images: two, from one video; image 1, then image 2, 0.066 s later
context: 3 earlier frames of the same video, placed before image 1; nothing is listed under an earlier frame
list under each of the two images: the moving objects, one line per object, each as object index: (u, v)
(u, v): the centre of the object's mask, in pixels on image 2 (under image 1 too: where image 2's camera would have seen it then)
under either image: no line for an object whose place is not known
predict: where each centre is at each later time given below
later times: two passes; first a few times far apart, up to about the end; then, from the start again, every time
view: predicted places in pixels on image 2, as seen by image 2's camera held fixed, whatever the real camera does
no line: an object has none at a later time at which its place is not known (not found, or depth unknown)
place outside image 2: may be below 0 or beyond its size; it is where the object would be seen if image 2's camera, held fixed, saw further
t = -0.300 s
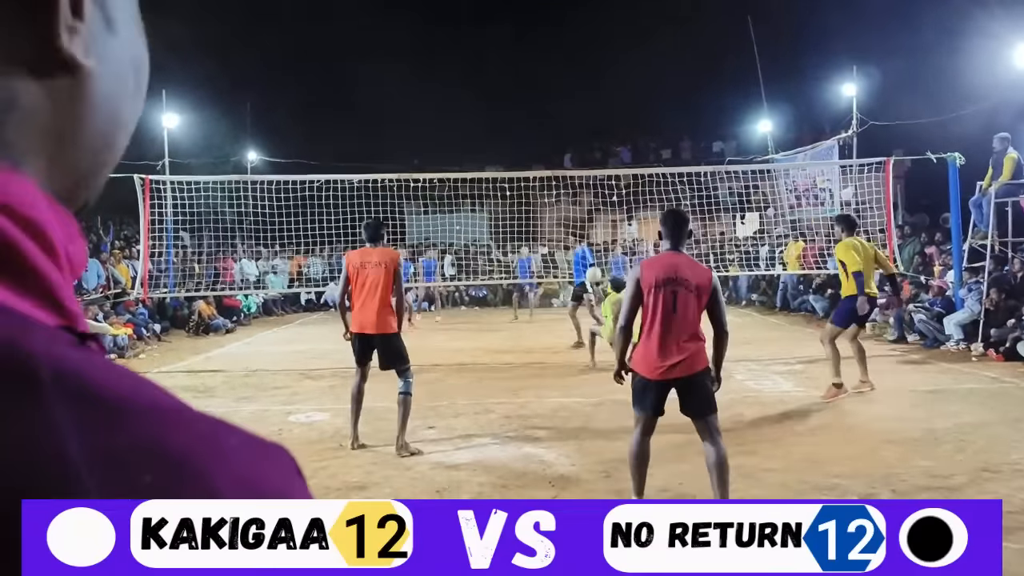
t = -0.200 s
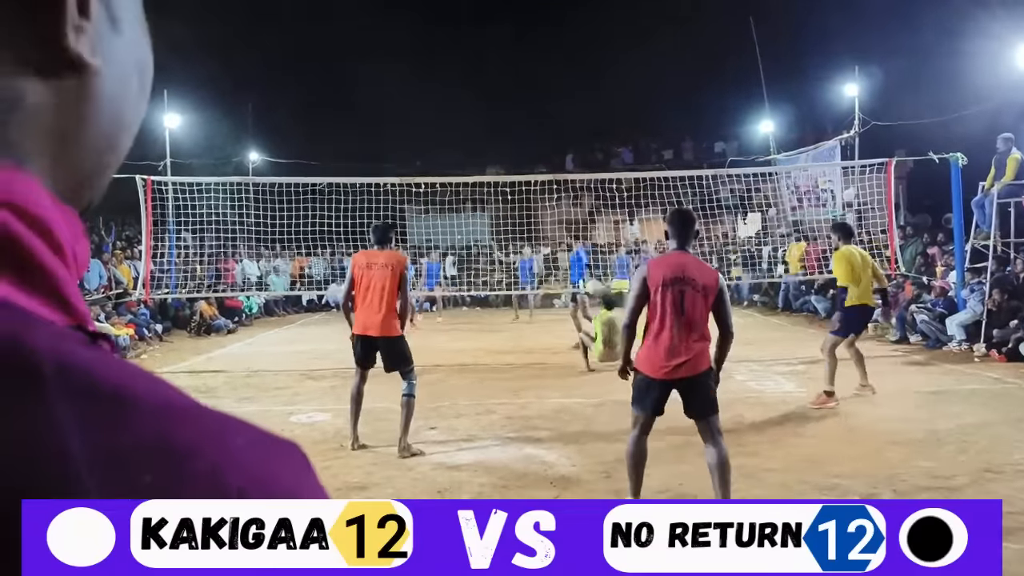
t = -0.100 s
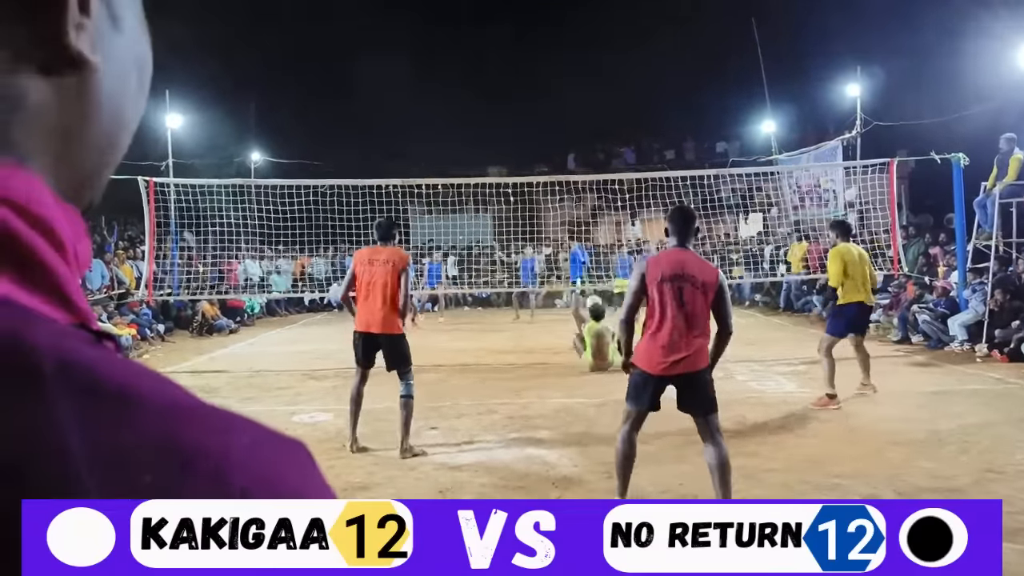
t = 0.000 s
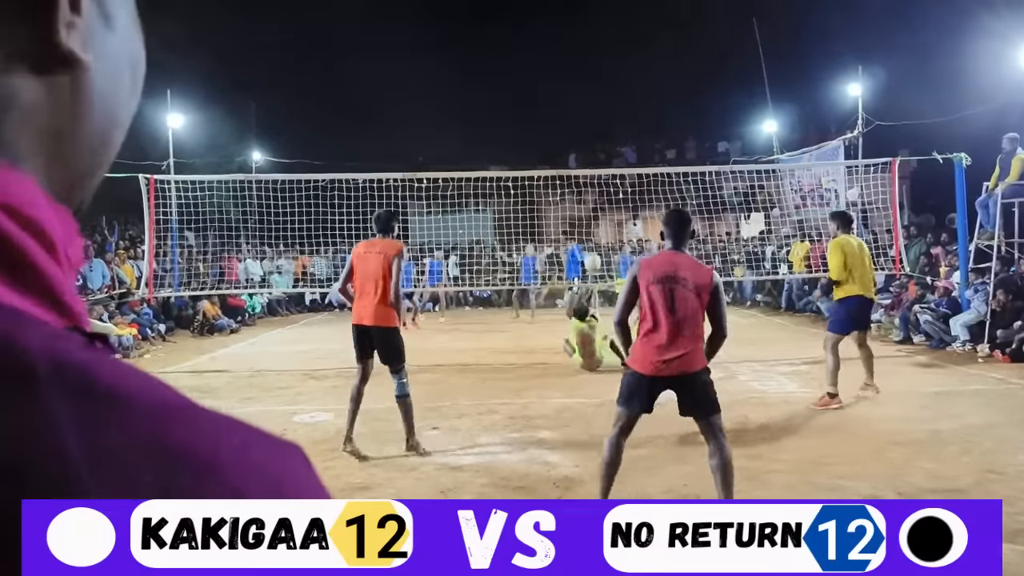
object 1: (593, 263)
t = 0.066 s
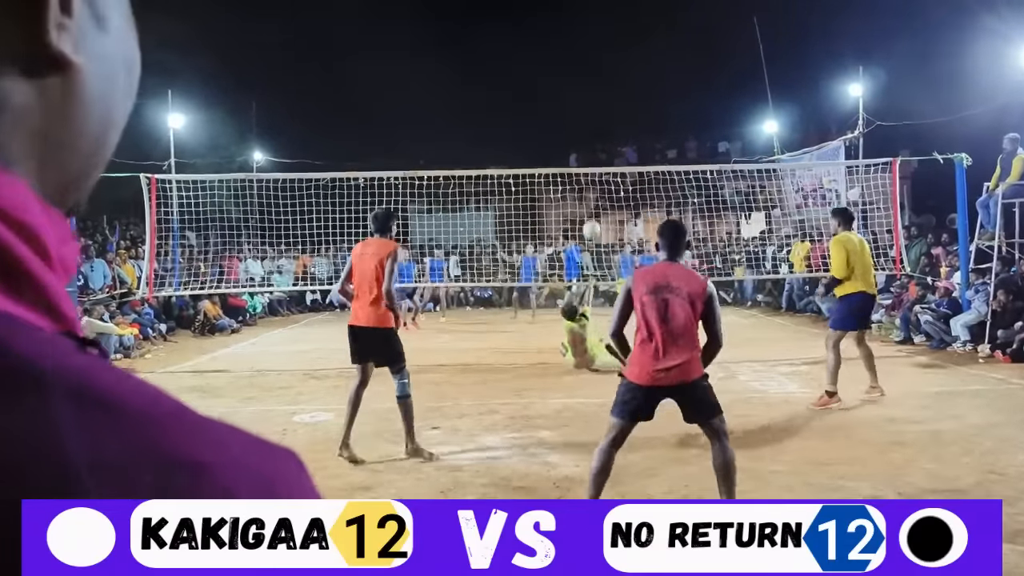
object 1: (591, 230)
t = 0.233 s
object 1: (587, 154)
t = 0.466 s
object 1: (583, 71)
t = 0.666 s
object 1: (583, 32)
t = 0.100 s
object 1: (590, 213)
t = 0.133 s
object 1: (590, 198)
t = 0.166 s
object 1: (589, 182)
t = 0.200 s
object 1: (588, 168)
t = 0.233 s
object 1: (587, 154)
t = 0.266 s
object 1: (586, 141)
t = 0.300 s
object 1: (586, 127)
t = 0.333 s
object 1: (585, 115)
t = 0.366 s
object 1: (585, 102)
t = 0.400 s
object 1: (584, 90)
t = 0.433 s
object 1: (584, 80)
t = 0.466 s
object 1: (583, 71)
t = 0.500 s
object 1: (583, 62)
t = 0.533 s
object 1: (583, 55)
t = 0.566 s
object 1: (583, 48)
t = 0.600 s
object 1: (583, 41)
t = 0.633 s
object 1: (583, 36)
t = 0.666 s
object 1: (583, 32)
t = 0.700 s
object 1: (583, 29)
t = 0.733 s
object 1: (583, 28)
